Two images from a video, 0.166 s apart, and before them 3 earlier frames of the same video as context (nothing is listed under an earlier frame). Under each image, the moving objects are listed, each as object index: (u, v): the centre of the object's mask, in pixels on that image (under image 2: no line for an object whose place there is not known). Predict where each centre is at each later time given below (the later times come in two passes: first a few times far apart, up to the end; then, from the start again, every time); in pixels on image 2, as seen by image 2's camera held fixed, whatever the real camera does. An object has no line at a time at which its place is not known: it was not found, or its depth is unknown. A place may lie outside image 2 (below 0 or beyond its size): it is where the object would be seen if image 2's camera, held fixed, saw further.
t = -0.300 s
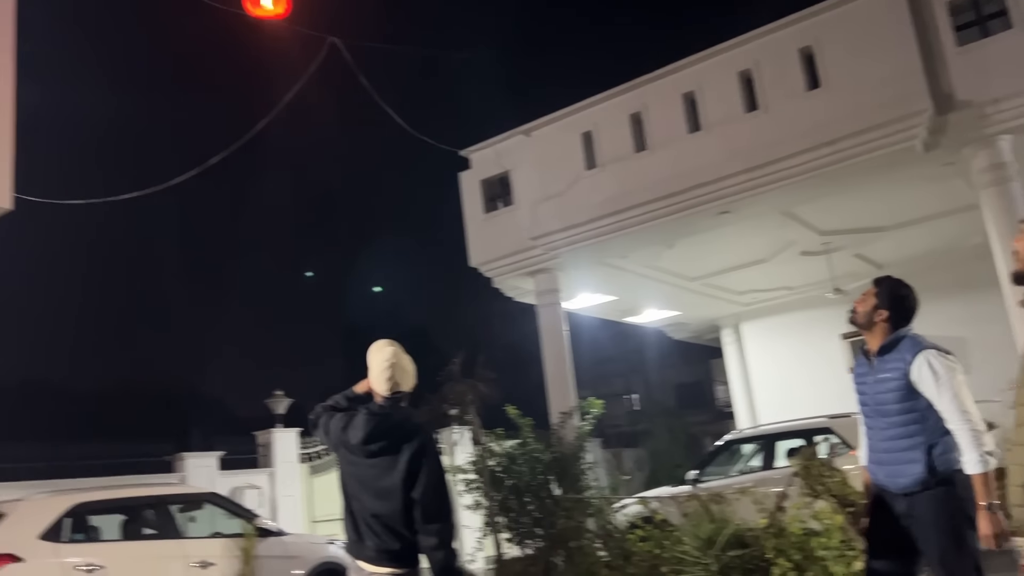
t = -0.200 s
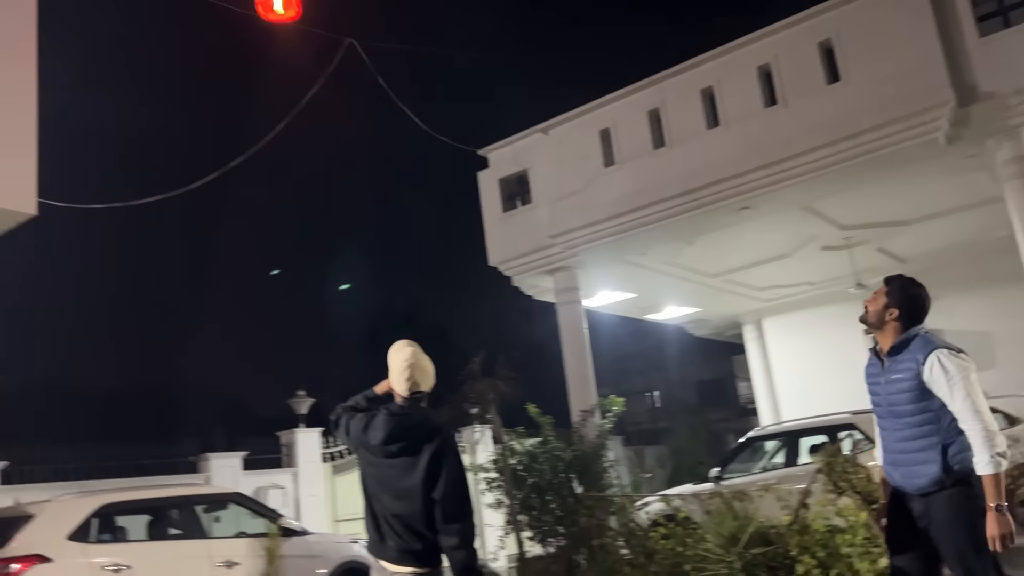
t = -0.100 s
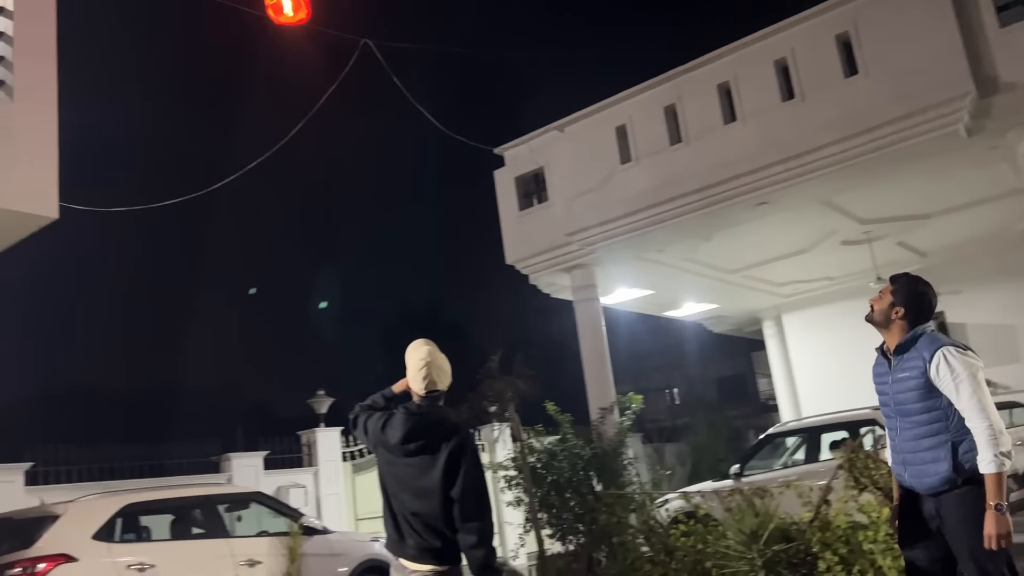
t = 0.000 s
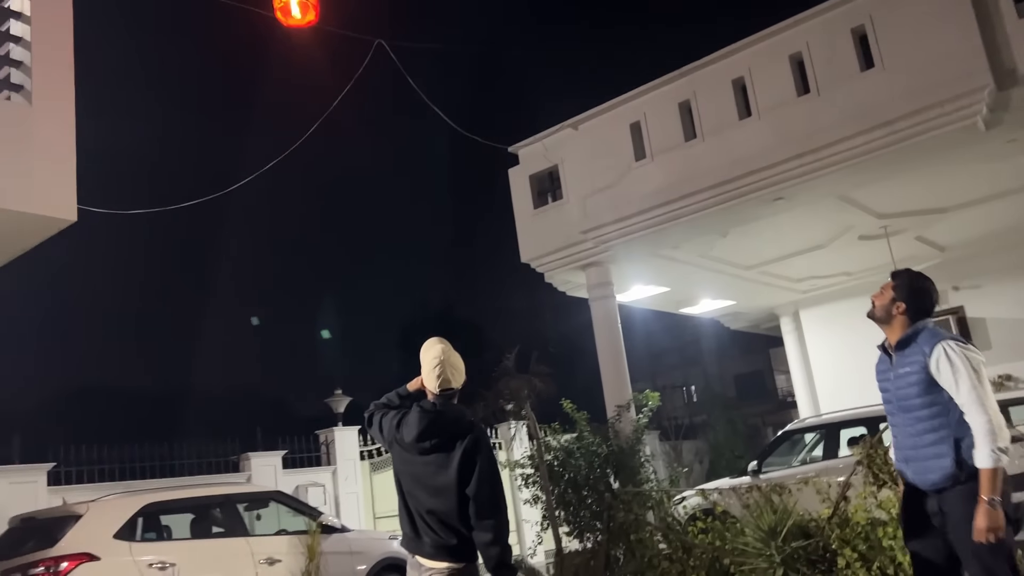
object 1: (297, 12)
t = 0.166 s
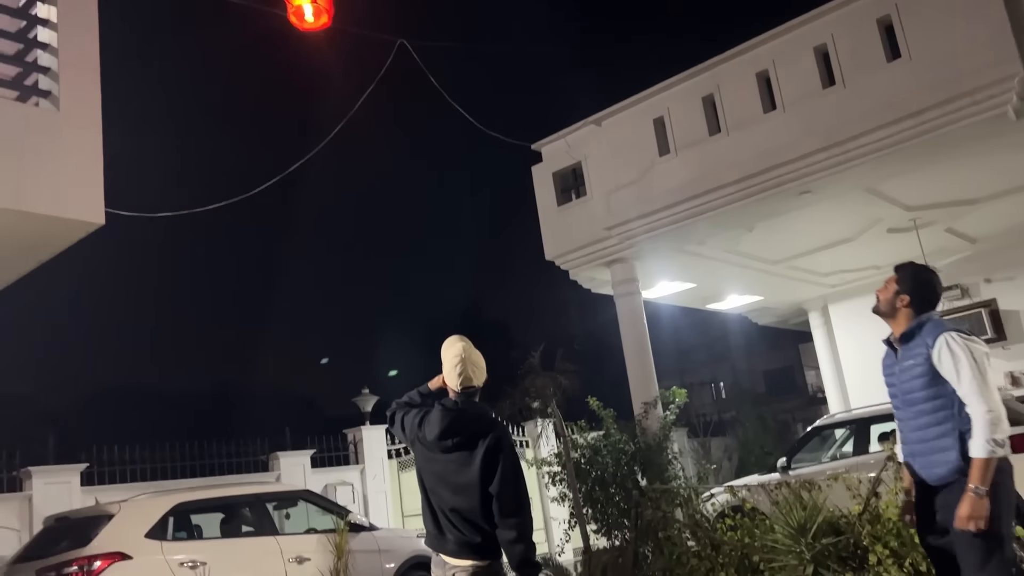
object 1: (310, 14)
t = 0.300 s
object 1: (305, 8)
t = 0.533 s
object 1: (294, -14)
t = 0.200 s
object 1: (308, 13)
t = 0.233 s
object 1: (307, 12)
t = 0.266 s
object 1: (306, 10)
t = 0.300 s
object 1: (305, 8)
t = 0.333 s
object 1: (303, 6)
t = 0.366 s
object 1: (301, 4)
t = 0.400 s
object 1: (300, 0)
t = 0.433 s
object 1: (299, -3)
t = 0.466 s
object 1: (297, -6)
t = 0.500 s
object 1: (295, -10)
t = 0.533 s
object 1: (294, -14)
